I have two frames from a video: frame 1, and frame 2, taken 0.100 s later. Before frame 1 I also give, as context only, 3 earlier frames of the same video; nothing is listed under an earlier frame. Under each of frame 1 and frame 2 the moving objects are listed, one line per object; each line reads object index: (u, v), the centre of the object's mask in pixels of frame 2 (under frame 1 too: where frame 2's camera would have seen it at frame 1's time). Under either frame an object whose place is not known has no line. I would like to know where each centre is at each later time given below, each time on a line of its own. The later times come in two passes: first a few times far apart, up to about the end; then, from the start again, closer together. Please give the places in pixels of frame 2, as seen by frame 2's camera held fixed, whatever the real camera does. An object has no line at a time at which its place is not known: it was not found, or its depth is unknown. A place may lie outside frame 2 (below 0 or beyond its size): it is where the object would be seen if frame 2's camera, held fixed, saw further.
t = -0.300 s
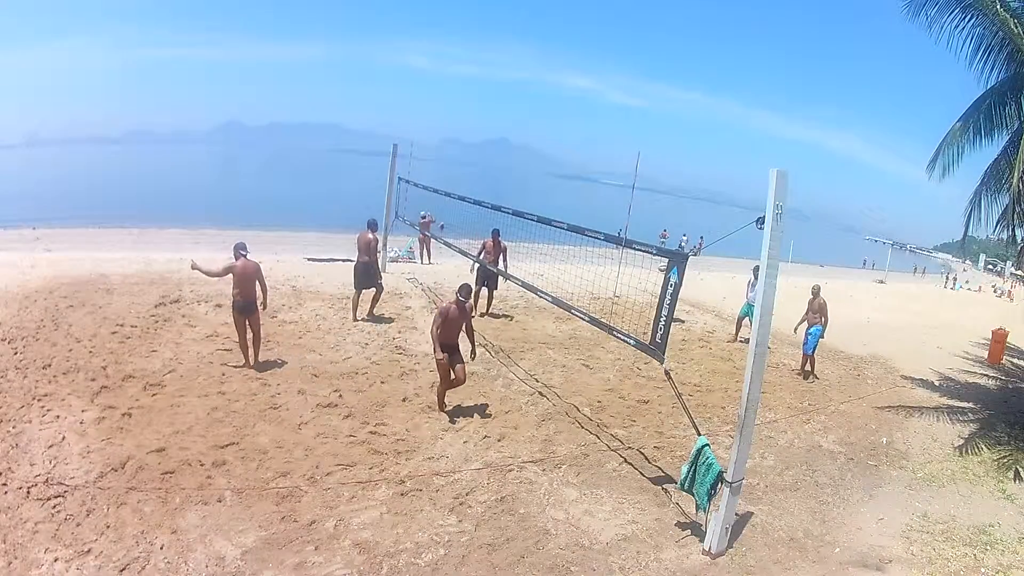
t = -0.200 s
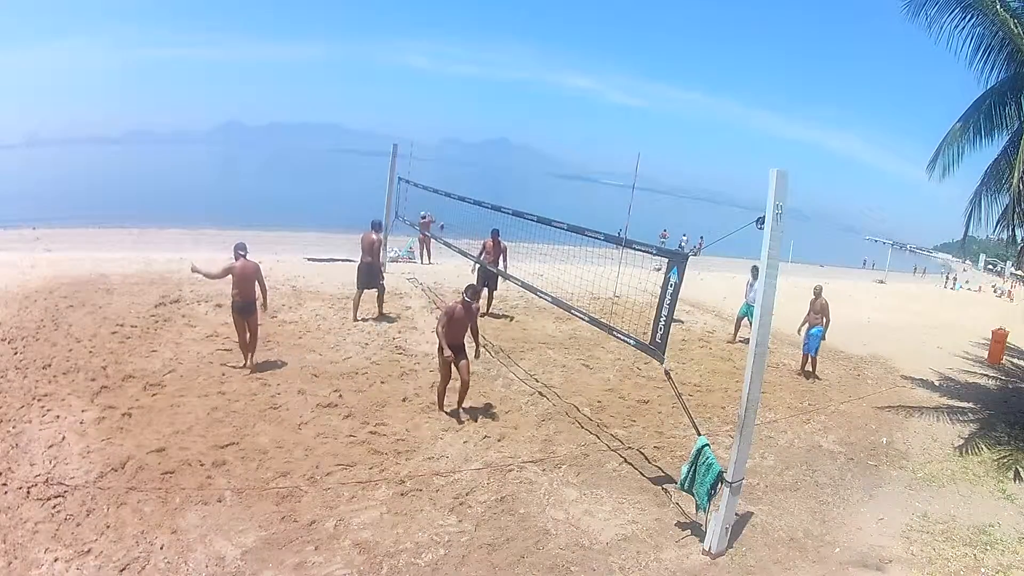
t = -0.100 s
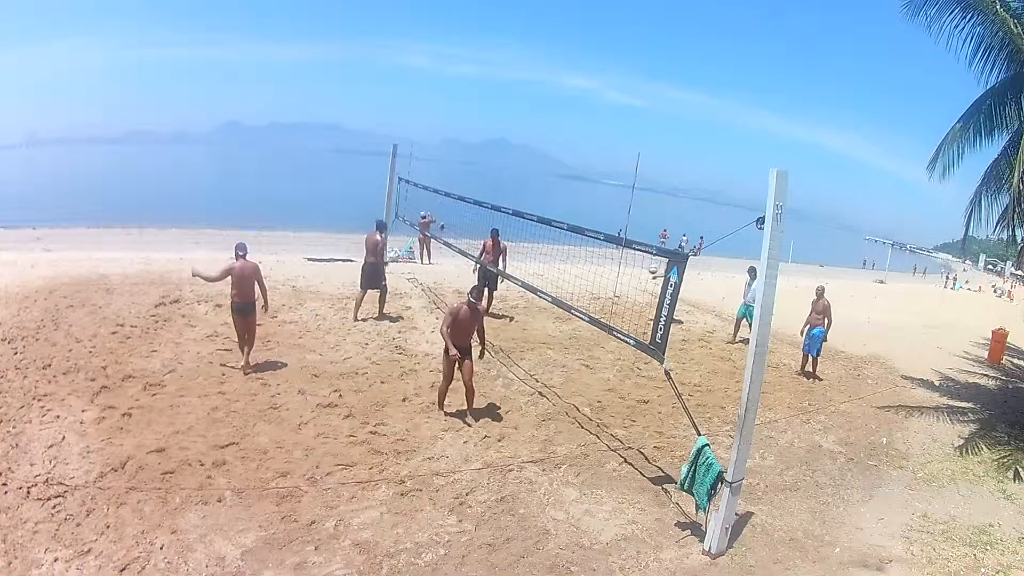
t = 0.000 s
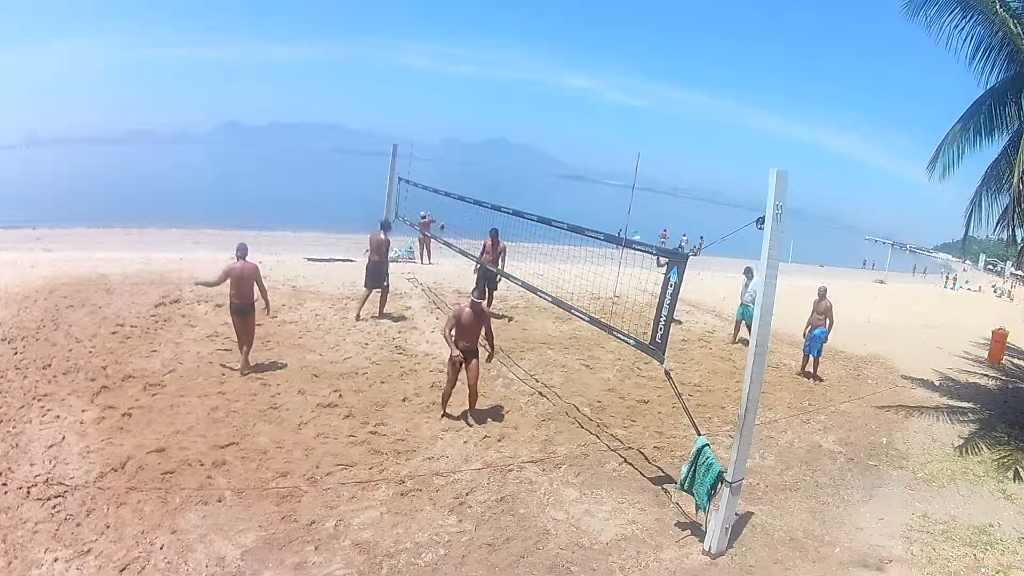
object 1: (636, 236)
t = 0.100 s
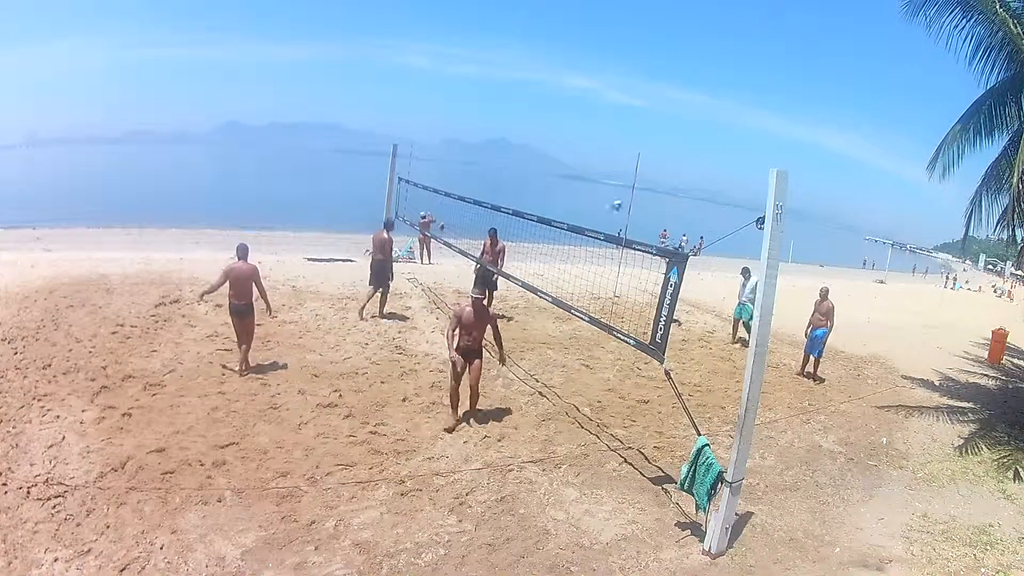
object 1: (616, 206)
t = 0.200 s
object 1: (593, 175)
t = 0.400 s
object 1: (542, 121)
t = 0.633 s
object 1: (472, 84)
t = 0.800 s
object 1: (416, 74)
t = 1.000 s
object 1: (346, 85)
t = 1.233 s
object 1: (261, 130)
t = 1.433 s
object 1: (193, 197)
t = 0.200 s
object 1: (593, 175)
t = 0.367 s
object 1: (551, 129)
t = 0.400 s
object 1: (542, 121)
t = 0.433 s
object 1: (533, 114)
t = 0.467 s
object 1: (524, 108)
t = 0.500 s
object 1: (513, 102)
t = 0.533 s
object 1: (503, 96)
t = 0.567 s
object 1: (492, 92)
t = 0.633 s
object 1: (472, 84)
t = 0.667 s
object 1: (460, 81)
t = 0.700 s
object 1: (449, 78)
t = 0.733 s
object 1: (438, 77)
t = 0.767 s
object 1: (427, 75)
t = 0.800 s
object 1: (416, 74)
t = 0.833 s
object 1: (405, 75)
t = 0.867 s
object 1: (393, 75)
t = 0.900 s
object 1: (381, 77)
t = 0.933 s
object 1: (369, 79)
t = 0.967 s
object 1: (357, 82)
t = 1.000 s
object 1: (346, 85)
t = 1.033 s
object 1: (333, 90)
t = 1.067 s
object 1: (321, 95)
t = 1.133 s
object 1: (296, 108)
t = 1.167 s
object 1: (284, 115)
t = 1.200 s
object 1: (272, 122)
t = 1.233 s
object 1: (261, 130)
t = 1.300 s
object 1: (237, 150)
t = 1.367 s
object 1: (214, 173)
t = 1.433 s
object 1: (193, 197)
